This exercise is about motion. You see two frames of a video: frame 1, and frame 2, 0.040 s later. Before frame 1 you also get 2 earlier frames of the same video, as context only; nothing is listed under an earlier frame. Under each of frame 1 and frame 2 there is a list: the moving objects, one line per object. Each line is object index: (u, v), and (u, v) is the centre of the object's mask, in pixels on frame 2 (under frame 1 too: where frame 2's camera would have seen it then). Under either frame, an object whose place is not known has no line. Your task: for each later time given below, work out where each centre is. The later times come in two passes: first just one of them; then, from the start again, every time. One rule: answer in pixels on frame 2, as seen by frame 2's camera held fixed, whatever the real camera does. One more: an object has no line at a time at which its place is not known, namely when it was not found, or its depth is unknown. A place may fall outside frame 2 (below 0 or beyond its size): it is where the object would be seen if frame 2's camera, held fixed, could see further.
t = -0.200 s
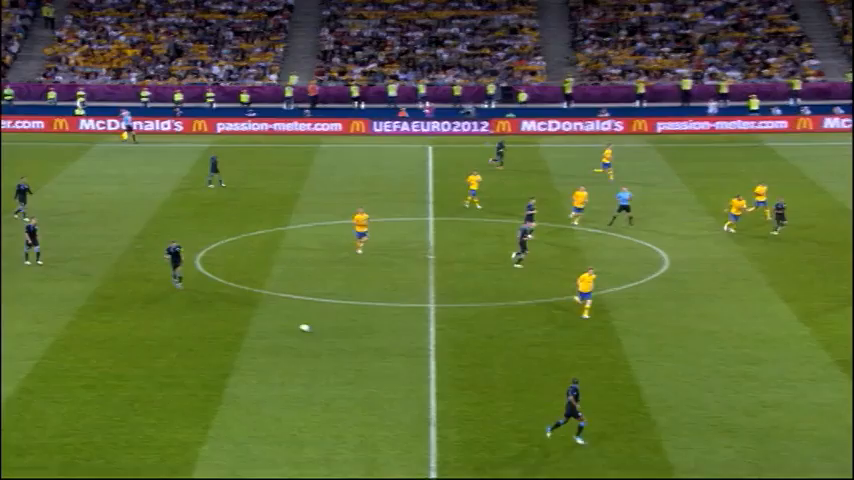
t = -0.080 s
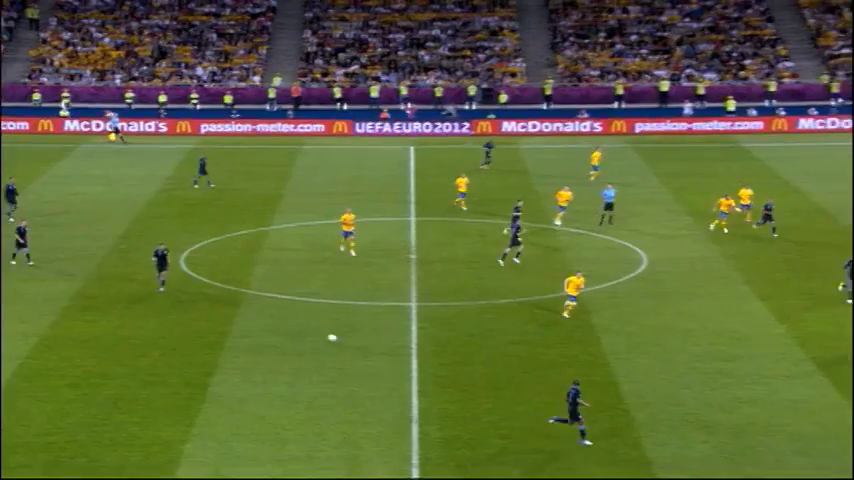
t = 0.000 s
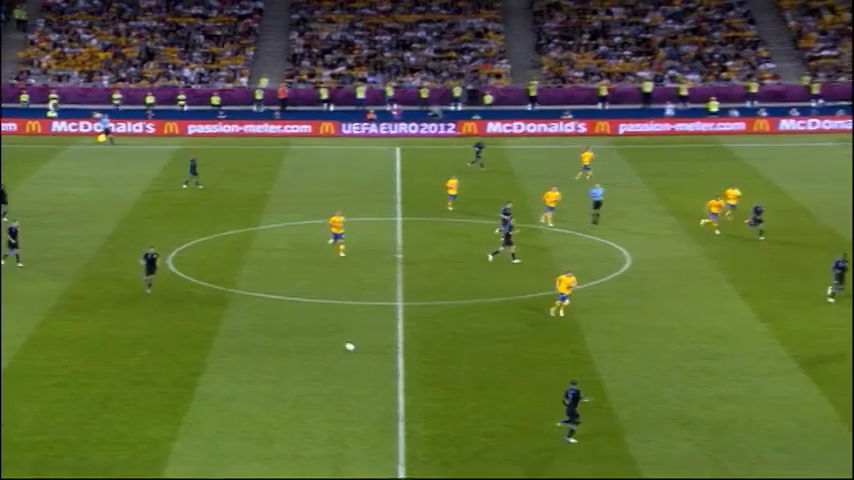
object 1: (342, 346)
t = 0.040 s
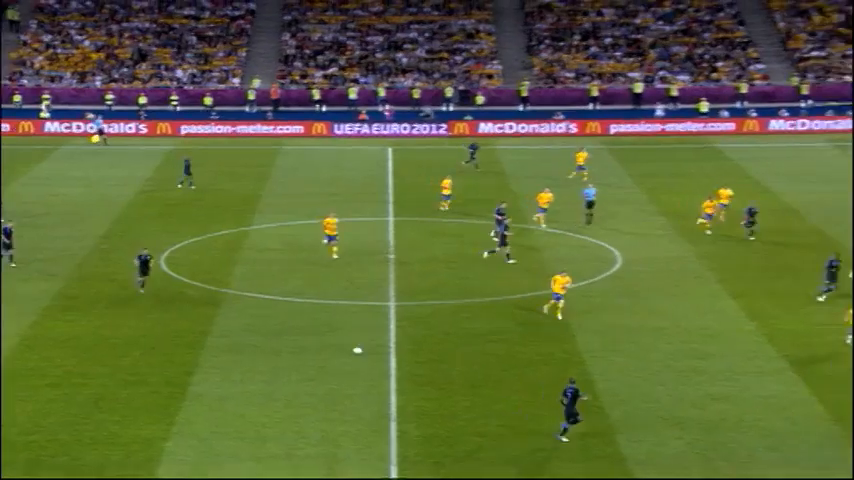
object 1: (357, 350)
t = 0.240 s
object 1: (433, 369)
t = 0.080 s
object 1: (372, 353)
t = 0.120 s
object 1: (386, 356)
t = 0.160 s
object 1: (402, 359)
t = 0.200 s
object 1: (417, 364)
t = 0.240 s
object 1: (433, 369)
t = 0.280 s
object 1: (448, 374)
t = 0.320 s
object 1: (463, 376)
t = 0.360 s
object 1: (478, 380)
